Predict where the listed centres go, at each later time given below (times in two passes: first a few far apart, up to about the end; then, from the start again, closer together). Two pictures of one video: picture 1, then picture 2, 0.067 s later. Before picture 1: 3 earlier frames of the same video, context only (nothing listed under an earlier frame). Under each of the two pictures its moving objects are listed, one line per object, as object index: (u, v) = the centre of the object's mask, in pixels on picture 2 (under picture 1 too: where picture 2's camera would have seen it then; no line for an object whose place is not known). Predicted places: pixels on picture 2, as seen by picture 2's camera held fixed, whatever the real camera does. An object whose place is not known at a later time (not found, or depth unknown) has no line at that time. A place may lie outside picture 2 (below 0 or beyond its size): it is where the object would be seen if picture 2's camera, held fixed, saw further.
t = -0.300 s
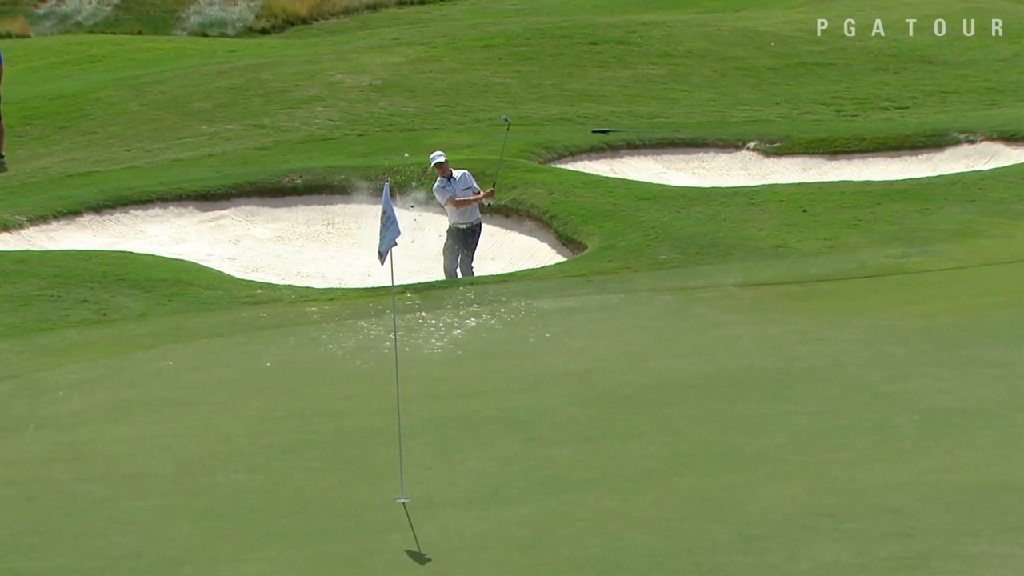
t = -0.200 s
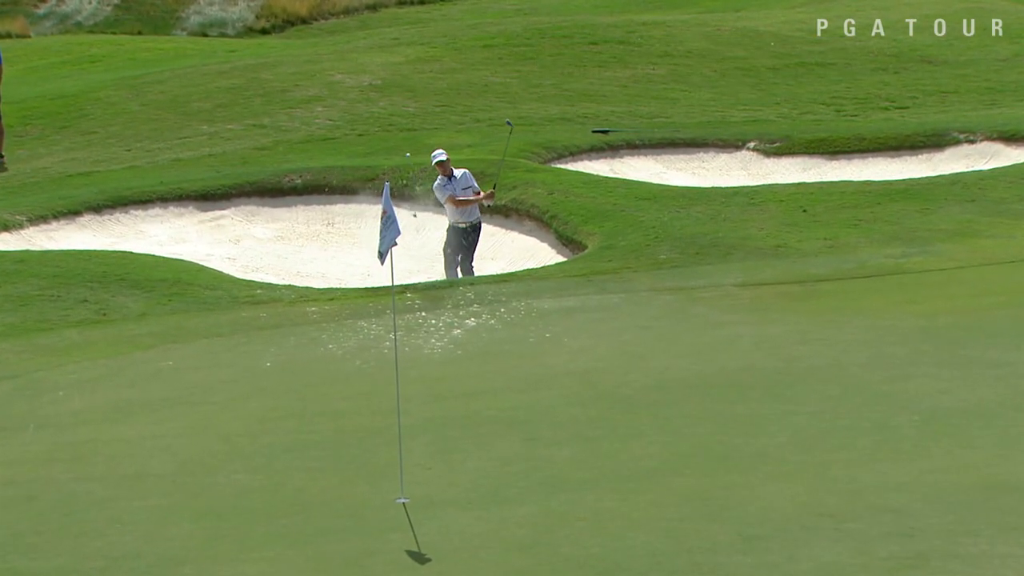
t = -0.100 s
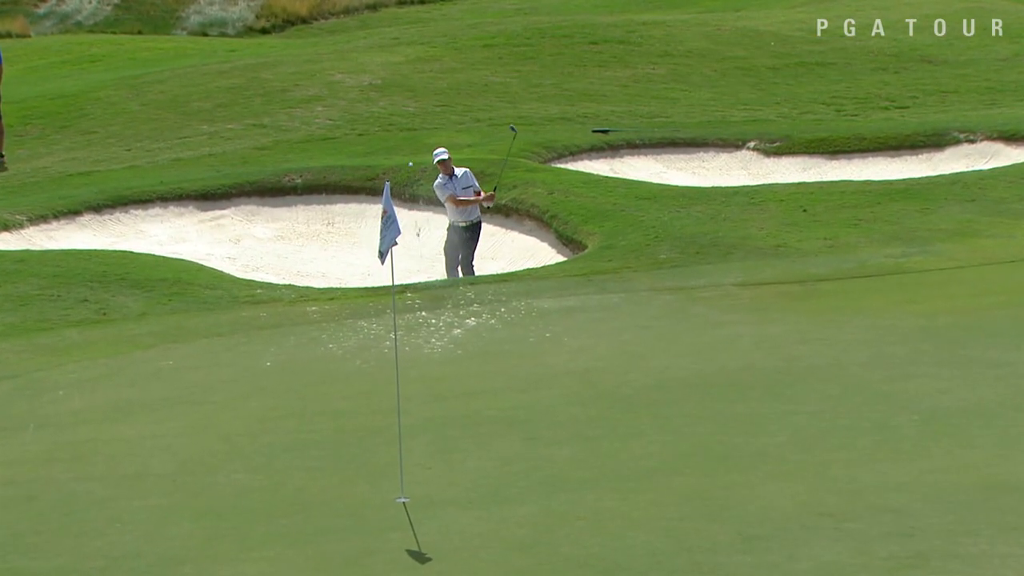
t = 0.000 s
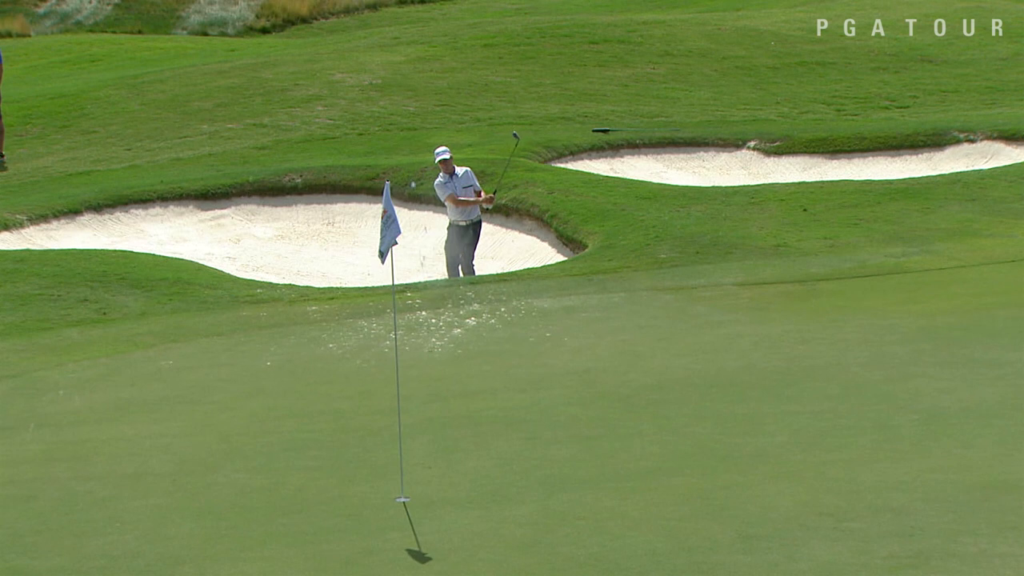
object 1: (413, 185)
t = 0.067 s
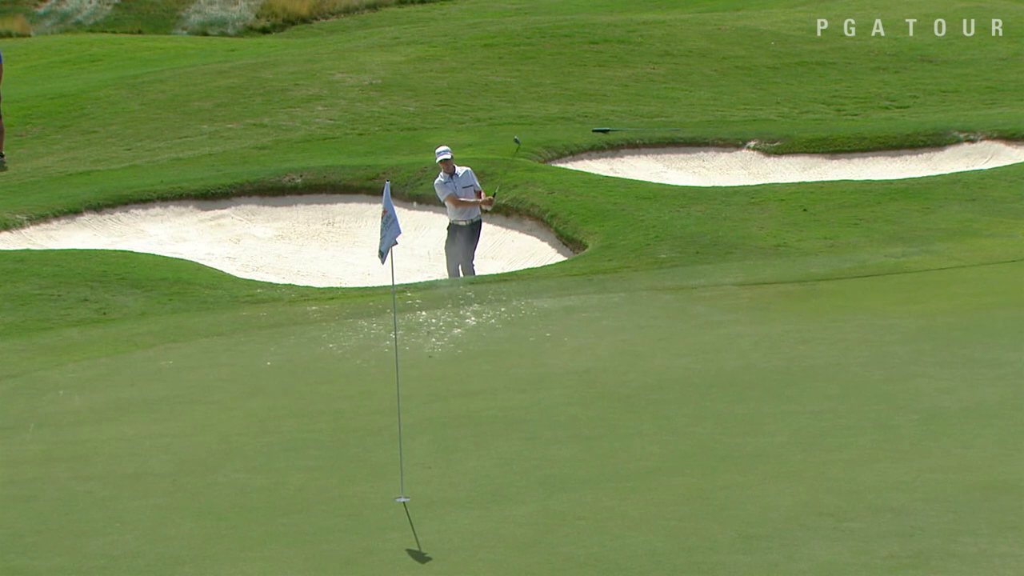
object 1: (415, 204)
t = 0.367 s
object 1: (424, 363)
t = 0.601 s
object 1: (426, 353)
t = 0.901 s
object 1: (431, 387)
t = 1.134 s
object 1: (432, 402)
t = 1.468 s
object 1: (431, 418)
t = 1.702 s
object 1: (429, 428)
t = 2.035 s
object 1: (426, 442)
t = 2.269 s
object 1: (424, 451)
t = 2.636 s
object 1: (419, 463)
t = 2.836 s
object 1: (416, 469)
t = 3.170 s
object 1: (410, 478)
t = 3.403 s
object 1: (407, 484)
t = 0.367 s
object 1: (424, 363)
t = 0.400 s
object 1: (424, 364)
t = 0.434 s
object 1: (425, 359)
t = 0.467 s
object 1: (425, 356)
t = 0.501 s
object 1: (425, 353)
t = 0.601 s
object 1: (426, 353)
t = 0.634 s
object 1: (427, 356)
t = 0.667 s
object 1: (428, 359)
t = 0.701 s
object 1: (429, 364)
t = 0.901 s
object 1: (431, 387)
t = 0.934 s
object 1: (431, 391)
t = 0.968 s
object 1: (432, 393)
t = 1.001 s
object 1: (431, 396)
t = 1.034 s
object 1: (432, 397)
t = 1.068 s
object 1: (432, 398)
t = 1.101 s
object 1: (432, 400)
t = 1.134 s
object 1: (432, 402)
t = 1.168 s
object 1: (432, 404)
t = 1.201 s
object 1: (432, 405)
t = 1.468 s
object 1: (431, 418)
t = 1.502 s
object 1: (430, 419)
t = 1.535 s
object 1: (430, 421)
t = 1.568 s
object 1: (430, 422)
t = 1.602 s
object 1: (430, 424)
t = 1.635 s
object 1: (430, 425)
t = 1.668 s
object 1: (429, 427)
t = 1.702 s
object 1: (429, 428)
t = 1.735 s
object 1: (429, 430)
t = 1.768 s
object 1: (429, 431)
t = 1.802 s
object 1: (429, 432)
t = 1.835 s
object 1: (428, 434)
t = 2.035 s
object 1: (426, 442)
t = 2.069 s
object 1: (426, 443)
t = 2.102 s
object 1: (426, 444)
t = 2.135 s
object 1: (426, 445)
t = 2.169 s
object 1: (425, 447)
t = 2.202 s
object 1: (425, 448)
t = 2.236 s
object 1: (425, 449)
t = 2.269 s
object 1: (424, 451)
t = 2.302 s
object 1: (423, 452)
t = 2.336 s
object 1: (423, 453)
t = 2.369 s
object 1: (423, 454)
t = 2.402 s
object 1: (422, 455)
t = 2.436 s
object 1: (421, 456)
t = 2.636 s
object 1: (419, 463)
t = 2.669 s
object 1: (418, 464)
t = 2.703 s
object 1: (418, 465)
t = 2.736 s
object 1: (417, 466)
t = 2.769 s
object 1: (417, 467)
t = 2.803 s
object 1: (416, 468)
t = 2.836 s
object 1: (416, 469)
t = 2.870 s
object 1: (415, 470)
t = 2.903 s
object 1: (415, 471)
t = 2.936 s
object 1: (415, 472)
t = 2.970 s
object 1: (414, 473)
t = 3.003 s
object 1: (413, 474)
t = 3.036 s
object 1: (412, 475)
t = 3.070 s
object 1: (412, 476)
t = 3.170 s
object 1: (410, 478)
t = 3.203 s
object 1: (410, 479)
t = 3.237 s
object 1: (409, 480)
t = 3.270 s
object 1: (409, 480)
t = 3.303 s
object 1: (408, 481)
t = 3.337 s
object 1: (408, 482)
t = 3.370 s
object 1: (408, 483)
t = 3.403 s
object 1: (407, 484)
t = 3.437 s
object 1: (406, 484)
